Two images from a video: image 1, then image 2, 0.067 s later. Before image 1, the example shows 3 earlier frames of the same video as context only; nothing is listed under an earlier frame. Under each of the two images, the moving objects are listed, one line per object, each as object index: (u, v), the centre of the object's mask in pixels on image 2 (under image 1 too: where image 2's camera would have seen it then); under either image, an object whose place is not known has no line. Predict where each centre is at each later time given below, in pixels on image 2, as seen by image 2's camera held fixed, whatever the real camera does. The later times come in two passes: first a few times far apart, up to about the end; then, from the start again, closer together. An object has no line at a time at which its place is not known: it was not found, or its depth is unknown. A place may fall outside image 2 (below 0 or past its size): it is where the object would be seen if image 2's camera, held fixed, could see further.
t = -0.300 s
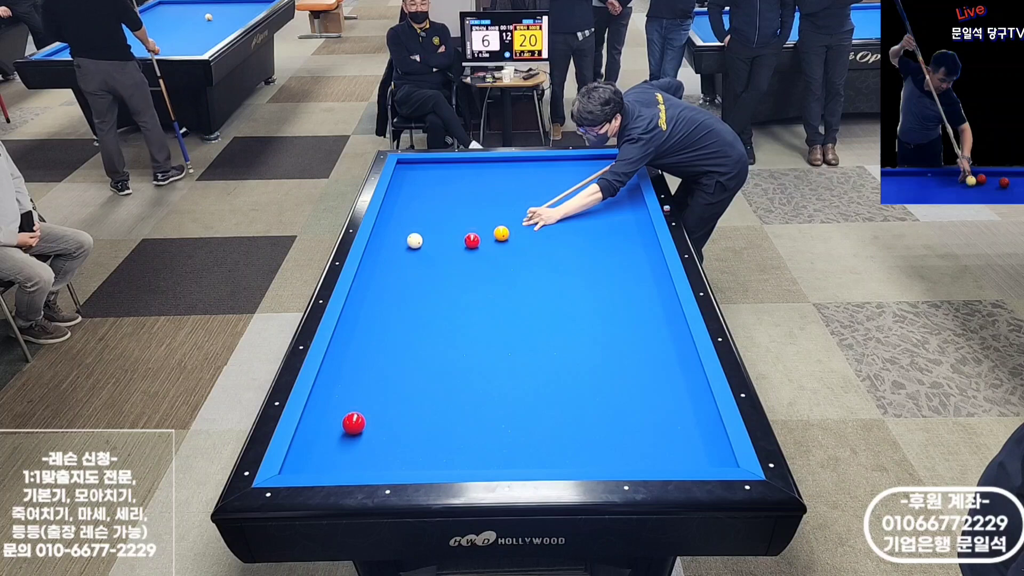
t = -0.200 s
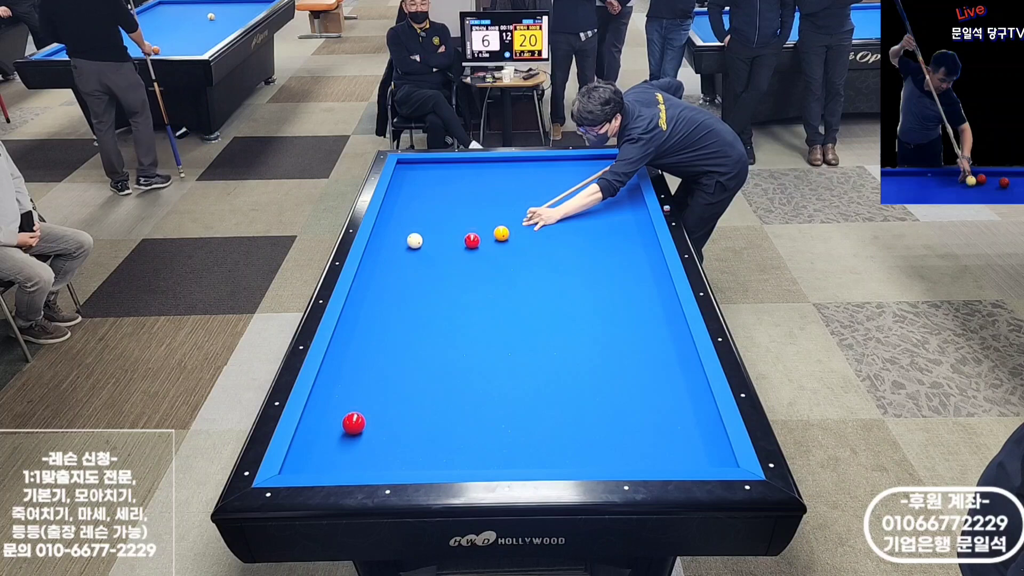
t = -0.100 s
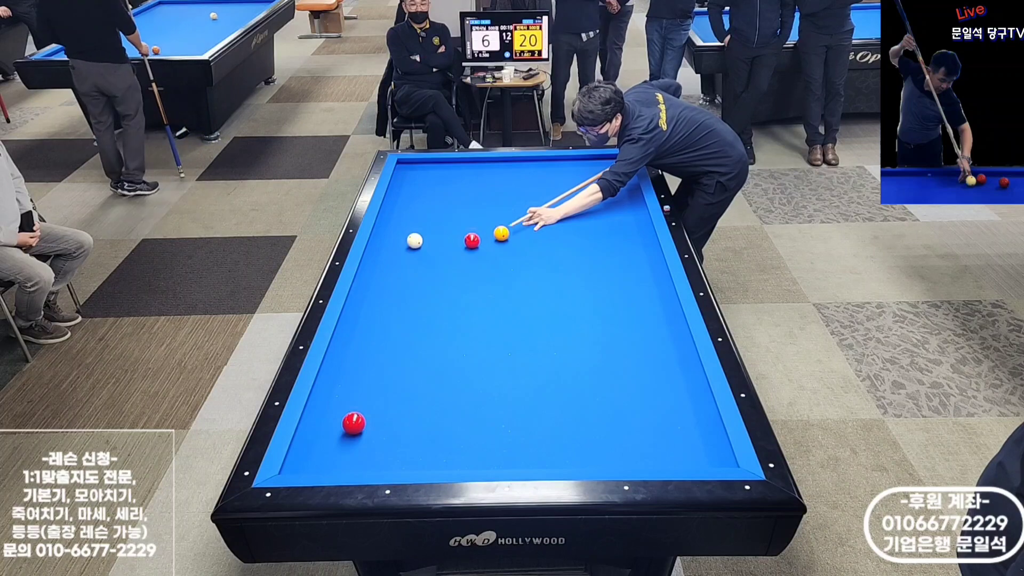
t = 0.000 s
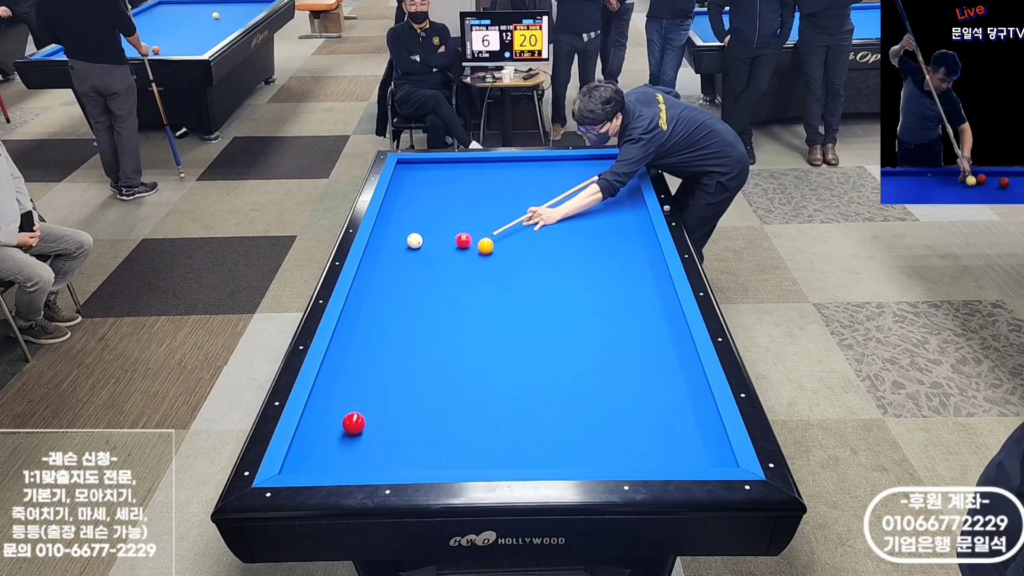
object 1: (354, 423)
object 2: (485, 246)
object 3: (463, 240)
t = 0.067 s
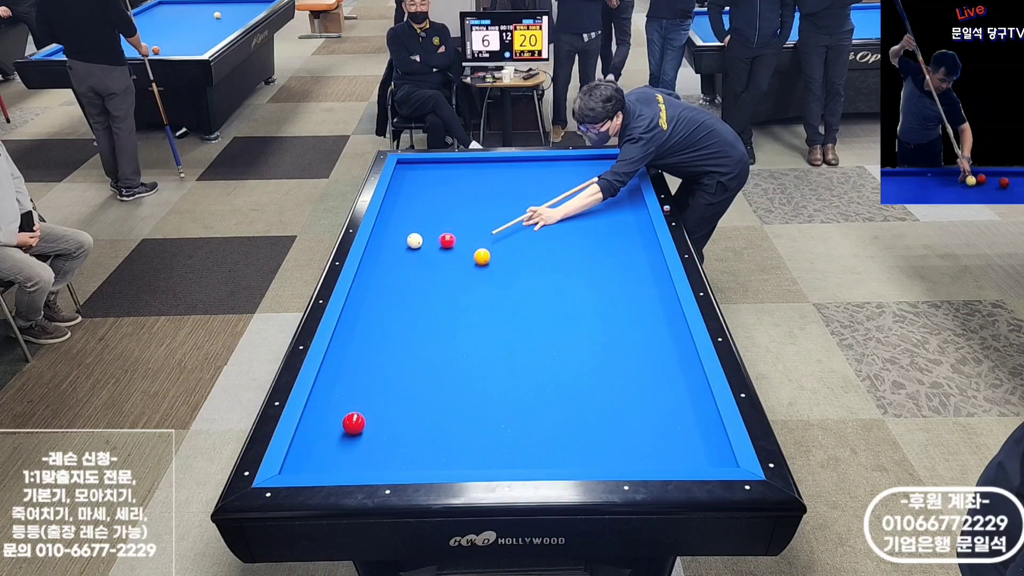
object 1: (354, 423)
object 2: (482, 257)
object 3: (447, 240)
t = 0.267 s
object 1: (354, 423)
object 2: (468, 288)
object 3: (428, 241)
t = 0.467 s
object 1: (354, 423)
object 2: (452, 321)
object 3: (421, 241)
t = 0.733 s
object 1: (354, 423)
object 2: (427, 374)
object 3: (416, 242)
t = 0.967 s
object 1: (354, 423)
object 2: (399, 431)
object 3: (423, 244)
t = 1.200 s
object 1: (354, 423)
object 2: (370, 443)
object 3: (429, 245)
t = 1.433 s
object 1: (330, 404)
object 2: (371, 428)
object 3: (435, 247)
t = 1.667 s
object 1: (332, 388)
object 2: (376, 420)
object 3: (440, 248)
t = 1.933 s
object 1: (353, 372)
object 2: (381, 413)
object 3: (446, 250)
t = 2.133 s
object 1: (368, 362)
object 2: (385, 408)
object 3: (450, 251)
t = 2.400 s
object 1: (386, 349)
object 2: (389, 401)
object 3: (454, 253)
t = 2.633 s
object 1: (400, 338)
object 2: (392, 396)
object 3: (457, 253)
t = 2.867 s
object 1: (413, 328)
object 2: (394, 392)
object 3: (461, 254)
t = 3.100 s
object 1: (425, 319)
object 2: (396, 388)
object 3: (463, 255)
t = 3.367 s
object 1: (438, 309)
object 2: (398, 385)
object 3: (465, 256)
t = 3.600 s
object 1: (448, 302)
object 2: (399, 382)
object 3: (467, 256)
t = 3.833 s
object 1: (458, 295)
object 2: (400, 379)
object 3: (468, 257)
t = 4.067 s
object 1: (467, 288)
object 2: (401, 378)
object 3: (469, 257)
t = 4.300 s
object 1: (475, 282)
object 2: (402, 376)
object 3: (469, 257)
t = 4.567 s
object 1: (484, 276)
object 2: (403, 375)
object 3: (469, 257)
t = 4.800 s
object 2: (403, 375)
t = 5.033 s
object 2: (403, 375)
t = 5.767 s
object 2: (403, 374)
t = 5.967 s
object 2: (403, 374)
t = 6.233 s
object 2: (403, 374)
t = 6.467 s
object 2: (403, 375)
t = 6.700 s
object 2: (403, 375)
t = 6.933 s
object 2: (403, 375)
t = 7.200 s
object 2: (403, 375)
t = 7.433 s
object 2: (403, 375)
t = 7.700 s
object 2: (403, 375)
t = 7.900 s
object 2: (403, 375)
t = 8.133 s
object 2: (403, 375)
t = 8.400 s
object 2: (403, 375)
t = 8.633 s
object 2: (403, 375)
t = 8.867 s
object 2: (403, 375)
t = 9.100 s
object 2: (403, 375)
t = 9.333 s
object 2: (403, 375)
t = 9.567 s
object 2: (403, 375)
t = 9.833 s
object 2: (403, 375)
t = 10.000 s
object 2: (403, 375)
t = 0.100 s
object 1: (354, 423)
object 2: (480, 262)
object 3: (440, 240)
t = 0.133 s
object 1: (354, 423)
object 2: (478, 267)
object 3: (433, 241)
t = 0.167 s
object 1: (354, 423)
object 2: (475, 272)
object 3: (430, 241)
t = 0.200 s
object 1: (354, 423)
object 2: (473, 277)
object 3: (430, 241)
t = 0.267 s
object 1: (354, 423)
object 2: (468, 288)
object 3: (428, 241)
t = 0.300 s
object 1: (354, 423)
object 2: (466, 293)
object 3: (427, 241)
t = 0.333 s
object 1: (354, 423)
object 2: (463, 298)
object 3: (426, 241)
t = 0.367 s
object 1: (354, 423)
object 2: (461, 304)
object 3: (424, 241)
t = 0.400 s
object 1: (354, 423)
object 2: (458, 310)
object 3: (423, 241)
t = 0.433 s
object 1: (354, 423)
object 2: (455, 315)
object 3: (422, 241)
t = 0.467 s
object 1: (354, 423)
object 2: (452, 321)
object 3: (421, 241)
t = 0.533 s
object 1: (354, 423)
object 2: (446, 334)
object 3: (419, 241)
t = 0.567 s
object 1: (354, 423)
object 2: (443, 340)
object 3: (418, 241)
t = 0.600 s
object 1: (354, 423)
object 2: (440, 346)
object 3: (417, 241)
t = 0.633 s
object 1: (354, 423)
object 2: (437, 353)
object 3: (417, 241)
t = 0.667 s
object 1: (354, 423)
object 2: (434, 360)
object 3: (416, 241)
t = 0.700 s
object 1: (354, 423)
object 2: (430, 367)
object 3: (415, 242)
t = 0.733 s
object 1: (354, 423)
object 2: (427, 374)
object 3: (416, 242)
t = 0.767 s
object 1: (354, 423)
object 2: (423, 382)
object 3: (417, 242)
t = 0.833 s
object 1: (354, 423)
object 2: (416, 397)
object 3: (419, 243)
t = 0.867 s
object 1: (354, 423)
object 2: (412, 406)
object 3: (420, 243)
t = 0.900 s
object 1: (354, 423)
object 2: (408, 414)
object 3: (421, 243)
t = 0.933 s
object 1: (354, 423)
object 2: (403, 423)
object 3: (422, 243)
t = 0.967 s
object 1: (354, 423)
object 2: (399, 431)
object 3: (423, 244)
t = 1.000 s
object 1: (354, 423)
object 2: (395, 441)
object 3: (424, 244)
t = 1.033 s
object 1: (354, 423)
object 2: (390, 450)
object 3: (425, 244)
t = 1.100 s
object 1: (354, 423)
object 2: (381, 463)
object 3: (427, 245)
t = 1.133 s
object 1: (354, 423)
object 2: (377, 457)
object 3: (427, 245)
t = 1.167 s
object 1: (354, 423)
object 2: (374, 450)
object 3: (428, 245)
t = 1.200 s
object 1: (354, 423)
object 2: (370, 443)
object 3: (429, 245)
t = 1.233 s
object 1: (353, 422)
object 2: (367, 436)
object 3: (430, 246)
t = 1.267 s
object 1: (350, 420)
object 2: (366, 433)
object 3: (431, 246)
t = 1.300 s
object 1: (346, 417)
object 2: (368, 432)
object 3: (432, 246)
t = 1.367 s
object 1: (337, 410)
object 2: (370, 430)
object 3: (433, 247)
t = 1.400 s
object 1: (333, 407)
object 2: (371, 429)
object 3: (434, 247)
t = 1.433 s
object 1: (330, 404)
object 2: (371, 428)
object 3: (435, 247)
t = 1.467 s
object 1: (326, 401)
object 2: (372, 426)
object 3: (436, 247)
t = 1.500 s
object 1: (323, 399)
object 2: (373, 425)
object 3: (437, 247)
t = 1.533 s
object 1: (320, 396)
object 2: (374, 424)
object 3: (437, 248)
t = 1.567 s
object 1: (322, 394)
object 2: (374, 423)
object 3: (438, 248)
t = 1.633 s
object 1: (329, 390)
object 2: (376, 421)
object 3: (440, 248)
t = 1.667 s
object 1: (332, 388)
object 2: (376, 420)
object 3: (440, 248)
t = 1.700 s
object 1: (335, 386)
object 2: (377, 419)
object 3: (441, 249)
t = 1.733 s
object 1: (337, 384)
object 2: (378, 418)
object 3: (442, 249)
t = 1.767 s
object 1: (340, 382)
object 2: (379, 417)
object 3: (443, 249)
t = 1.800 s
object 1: (343, 380)
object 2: (379, 416)
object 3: (443, 249)
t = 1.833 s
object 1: (346, 378)
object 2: (380, 415)
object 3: (444, 249)
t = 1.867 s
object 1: (348, 376)
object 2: (380, 415)
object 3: (445, 250)
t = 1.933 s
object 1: (353, 372)
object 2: (381, 413)
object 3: (446, 250)
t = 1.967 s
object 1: (356, 371)
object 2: (382, 412)
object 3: (446, 250)
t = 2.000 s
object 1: (358, 369)
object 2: (383, 411)
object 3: (447, 250)
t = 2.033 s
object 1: (361, 367)
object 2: (383, 410)
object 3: (448, 251)
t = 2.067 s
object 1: (363, 365)
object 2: (384, 409)
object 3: (448, 251)
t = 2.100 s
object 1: (365, 364)
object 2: (384, 408)
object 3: (449, 251)
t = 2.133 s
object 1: (368, 362)
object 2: (385, 408)
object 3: (450, 251)
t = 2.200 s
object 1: (372, 359)
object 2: (386, 406)
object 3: (451, 251)
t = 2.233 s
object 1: (375, 357)
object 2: (386, 405)
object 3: (451, 252)
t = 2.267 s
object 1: (377, 355)
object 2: (387, 404)
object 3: (452, 252)
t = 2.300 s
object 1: (379, 353)
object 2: (387, 404)
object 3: (452, 252)
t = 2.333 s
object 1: (381, 352)
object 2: (388, 403)
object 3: (453, 252)
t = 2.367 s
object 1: (384, 350)
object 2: (388, 402)
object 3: (454, 252)
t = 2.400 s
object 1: (386, 349)
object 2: (389, 401)
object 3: (454, 253)
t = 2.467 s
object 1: (390, 346)
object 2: (389, 400)
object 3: (455, 253)
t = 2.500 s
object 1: (392, 344)
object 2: (390, 399)
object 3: (456, 253)
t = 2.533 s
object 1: (394, 343)
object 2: (390, 399)
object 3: (456, 253)
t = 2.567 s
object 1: (396, 341)
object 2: (391, 398)
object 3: (457, 253)
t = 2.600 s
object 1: (398, 340)
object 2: (391, 397)
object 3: (457, 253)
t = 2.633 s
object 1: (400, 338)
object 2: (392, 396)
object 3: (457, 253)
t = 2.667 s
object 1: (402, 337)
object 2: (392, 396)
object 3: (458, 254)
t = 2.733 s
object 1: (406, 334)
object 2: (393, 395)
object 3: (459, 254)
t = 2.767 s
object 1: (407, 332)
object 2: (393, 394)
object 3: (459, 254)
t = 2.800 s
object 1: (409, 331)
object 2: (394, 393)
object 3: (460, 254)
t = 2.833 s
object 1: (411, 330)
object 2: (394, 393)
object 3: (460, 254)
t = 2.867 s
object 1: (413, 328)
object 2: (394, 392)
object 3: (461, 254)
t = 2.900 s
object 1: (415, 327)
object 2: (394, 392)
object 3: (461, 254)
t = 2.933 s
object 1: (416, 326)
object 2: (395, 391)
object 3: (461, 255)
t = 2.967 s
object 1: (418, 324)
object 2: (395, 391)
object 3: (462, 255)
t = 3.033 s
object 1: (422, 322)
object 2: (396, 389)
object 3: (462, 255)
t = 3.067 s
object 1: (423, 320)
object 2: (396, 389)
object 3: (463, 255)
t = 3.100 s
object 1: (425, 319)
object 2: (396, 388)
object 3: (463, 255)
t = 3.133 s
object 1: (427, 318)
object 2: (396, 388)
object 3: (463, 255)
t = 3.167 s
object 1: (428, 317)
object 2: (397, 387)
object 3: (464, 255)
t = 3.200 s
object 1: (430, 316)
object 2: (397, 387)
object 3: (464, 255)
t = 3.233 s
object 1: (431, 315)
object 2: (397, 386)
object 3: (464, 255)
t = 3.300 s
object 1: (435, 312)
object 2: (397, 385)
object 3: (465, 256)
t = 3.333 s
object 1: (436, 311)
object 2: (398, 385)
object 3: (465, 256)
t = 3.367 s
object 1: (438, 309)
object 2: (398, 385)
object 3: (465, 256)
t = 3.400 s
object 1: (439, 308)
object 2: (398, 384)
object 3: (466, 256)
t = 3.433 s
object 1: (441, 307)
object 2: (398, 384)
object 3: (466, 256)
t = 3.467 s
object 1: (442, 306)
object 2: (398, 383)
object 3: (466, 256)
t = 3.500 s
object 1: (444, 305)
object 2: (398, 383)
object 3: (466, 256)
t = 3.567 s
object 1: (447, 303)
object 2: (399, 382)
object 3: (467, 256)
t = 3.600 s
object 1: (448, 302)
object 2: (399, 382)
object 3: (467, 256)
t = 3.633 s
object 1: (449, 301)
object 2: (399, 382)
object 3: (467, 256)
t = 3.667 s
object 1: (451, 300)
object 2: (399, 381)
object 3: (467, 257)
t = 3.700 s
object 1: (452, 299)
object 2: (399, 381)
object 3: (468, 257)
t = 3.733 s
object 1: (454, 298)
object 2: (399, 380)
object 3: (468, 257)
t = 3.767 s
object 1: (455, 297)
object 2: (400, 380)
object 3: (468, 257)
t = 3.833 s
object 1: (458, 295)
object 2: (400, 379)
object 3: (468, 257)
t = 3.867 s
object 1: (459, 294)
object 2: (400, 379)
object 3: (468, 257)
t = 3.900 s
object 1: (460, 293)
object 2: (400, 379)
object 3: (468, 257)
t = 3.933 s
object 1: (462, 292)
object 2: (401, 379)
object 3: (469, 257)
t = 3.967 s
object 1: (463, 291)
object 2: (401, 378)
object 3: (469, 257)
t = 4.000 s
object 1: (464, 290)
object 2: (401, 378)
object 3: (469, 257)
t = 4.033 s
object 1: (465, 289)
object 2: (401, 378)
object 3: (469, 257)
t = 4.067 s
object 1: (467, 288)
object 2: (401, 378)
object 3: (469, 257)
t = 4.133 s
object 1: (469, 286)
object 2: (401, 377)
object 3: (469, 257)
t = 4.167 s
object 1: (470, 285)
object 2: (401, 377)
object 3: (469, 257)
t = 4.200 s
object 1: (471, 285)
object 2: (402, 377)
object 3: (469, 257)
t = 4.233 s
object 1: (473, 284)
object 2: (402, 377)
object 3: (469, 257)
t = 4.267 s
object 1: (474, 283)
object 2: (402, 377)
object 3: (469, 257)
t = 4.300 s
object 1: (475, 282)
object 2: (402, 376)
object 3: (469, 257)
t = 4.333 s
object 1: (476, 281)
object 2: (402, 376)
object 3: (469, 257)
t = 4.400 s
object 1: (478, 280)
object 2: (402, 376)
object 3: (469, 257)
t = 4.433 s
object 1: (479, 279)
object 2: (403, 376)
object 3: (469, 257)
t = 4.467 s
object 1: (481, 278)
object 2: (403, 376)
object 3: (469, 257)
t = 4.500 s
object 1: (482, 277)
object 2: (403, 376)
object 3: (469, 257)
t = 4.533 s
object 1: (483, 276)
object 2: (403, 375)
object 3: (469, 257)
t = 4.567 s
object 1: (484, 276)
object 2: (403, 375)
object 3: (469, 257)
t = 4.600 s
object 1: (485, 275)
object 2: (403, 375)
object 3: (469, 257)
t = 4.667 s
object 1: (487, 273)
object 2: (403, 375)
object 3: (469, 257)
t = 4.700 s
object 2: (403, 375)
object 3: (469, 257)
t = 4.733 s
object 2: (403, 375)
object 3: (469, 257)
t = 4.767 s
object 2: (403, 375)
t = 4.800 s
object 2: (403, 375)
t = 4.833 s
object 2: (403, 375)
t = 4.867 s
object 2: (403, 375)
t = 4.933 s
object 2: (403, 375)
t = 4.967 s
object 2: (403, 375)
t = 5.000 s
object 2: (403, 375)
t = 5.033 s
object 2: (403, 375)
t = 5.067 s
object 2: (403, 375)
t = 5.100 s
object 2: (403, 375)
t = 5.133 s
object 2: (403, 375)
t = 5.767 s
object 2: (403, 374)
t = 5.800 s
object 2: (403, 375)
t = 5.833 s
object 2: (403, 374)
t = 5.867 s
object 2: (403, 374)
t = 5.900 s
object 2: (403, 374)
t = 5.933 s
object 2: (403, 374)
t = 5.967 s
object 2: (403, 374)
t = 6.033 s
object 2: (403, 374)
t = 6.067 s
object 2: (403, 374)
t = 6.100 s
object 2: (403, 374)
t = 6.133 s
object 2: (403, 374)
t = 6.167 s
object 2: (403, 374)
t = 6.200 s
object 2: (403, 374)
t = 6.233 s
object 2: (403, 374)
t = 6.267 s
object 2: (403, 374)
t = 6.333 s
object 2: (403, 374)
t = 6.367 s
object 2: (403, 374)
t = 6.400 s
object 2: (403, 374)
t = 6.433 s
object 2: (403, 374)
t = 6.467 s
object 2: (403, 375)
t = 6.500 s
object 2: (403, 374)
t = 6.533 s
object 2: (403, 374)
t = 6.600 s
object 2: (403, 375)
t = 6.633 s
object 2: (403, 375)
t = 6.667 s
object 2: (403, 375)
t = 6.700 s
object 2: (403, 375)
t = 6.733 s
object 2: (403, 374)
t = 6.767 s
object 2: (403, 374)
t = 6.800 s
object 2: (403, 375)
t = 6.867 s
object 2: (403, 375)
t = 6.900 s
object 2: (403, 374)
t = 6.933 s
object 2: (403, 375)
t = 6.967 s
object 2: (403, 375)
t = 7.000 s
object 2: (403, 375)
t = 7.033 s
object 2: (403, 375)
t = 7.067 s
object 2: (403, 375)
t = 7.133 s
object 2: (403, 375)
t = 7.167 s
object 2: (403, 375)
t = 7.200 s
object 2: (403, 375)
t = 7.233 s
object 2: (403, 374)
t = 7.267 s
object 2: (403, 375)
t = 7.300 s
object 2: (403, 375)
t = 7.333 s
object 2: (403, 375)
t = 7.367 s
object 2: (403, 375)
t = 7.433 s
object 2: (403, 375)
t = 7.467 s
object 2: (403, 375)
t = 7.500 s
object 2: (403, 375)
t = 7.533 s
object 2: (403, 375)
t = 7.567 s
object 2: (403, 375)
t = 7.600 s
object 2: (403, 375)
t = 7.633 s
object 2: (403, 375)
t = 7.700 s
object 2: (403, 375)
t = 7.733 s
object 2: (403, 375)
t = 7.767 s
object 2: (403, 375)
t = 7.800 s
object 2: (403, 375)
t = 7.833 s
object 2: (403, 375)
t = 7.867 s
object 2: (403, 375)
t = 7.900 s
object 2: (403, 375)
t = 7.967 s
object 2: (403, 375)
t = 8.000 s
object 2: (403, 375)
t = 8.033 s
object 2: (403, 375)
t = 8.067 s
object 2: (403, 375)
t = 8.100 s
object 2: (403, 375)
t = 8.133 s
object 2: (403, 375)
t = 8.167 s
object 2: (403, 375)
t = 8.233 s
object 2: (403, 375)
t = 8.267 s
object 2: (403, 375)
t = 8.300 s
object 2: (403, 375)
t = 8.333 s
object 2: (403, 375)
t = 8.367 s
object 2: (403, 375)
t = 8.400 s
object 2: (403, 375)
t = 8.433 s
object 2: (403, 375)
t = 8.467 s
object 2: (403, 375)
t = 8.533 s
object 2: (403, 375)
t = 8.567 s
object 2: (403, 375)
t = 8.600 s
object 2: (403, 375)
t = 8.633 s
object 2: (403, 375)
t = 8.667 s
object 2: (403, 375)
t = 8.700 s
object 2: (403, 375)
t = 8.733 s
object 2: (403, 375)
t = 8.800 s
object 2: (403, 375)
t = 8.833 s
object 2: (403, 375)
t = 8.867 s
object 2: (403, 375)
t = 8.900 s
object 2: (403, 375)
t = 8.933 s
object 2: (403, 375)
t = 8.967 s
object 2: (403, 375)
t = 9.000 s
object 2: (403, 375)
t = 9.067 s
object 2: (403, 375)
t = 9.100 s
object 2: (403, 375)
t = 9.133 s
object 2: (403, 375)
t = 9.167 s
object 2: (403, 375)
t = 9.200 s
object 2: (403, 375)
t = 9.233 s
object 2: (403, 375)
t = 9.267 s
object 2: (403, 375)
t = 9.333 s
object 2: (403, 375)
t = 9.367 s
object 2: (403, 375)
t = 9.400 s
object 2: (403, 375)
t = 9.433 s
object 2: (403, 375)
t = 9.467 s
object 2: (403, 375)
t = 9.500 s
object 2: (403, 375)
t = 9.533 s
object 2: (403, 375)
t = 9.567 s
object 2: (403, 375)
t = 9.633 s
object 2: (403, 375)
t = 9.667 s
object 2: (403, 375)
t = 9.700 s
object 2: (403, 375)
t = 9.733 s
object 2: (403, 375)
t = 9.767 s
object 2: (403, 375)
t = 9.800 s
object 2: (403, 375)
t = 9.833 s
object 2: (403, 375)
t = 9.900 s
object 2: (403, 375)
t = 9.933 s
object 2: (403, 375)
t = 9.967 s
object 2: (403, 375)
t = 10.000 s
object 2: (403, 375)
